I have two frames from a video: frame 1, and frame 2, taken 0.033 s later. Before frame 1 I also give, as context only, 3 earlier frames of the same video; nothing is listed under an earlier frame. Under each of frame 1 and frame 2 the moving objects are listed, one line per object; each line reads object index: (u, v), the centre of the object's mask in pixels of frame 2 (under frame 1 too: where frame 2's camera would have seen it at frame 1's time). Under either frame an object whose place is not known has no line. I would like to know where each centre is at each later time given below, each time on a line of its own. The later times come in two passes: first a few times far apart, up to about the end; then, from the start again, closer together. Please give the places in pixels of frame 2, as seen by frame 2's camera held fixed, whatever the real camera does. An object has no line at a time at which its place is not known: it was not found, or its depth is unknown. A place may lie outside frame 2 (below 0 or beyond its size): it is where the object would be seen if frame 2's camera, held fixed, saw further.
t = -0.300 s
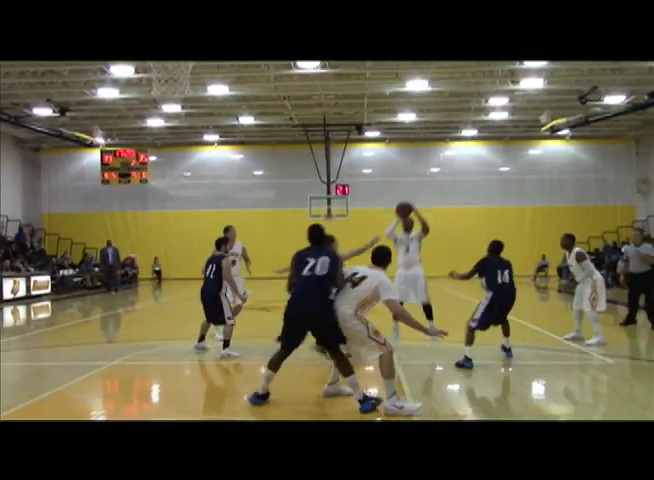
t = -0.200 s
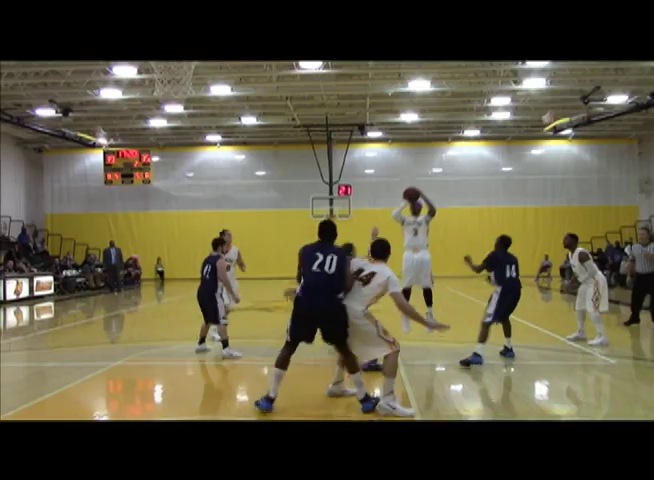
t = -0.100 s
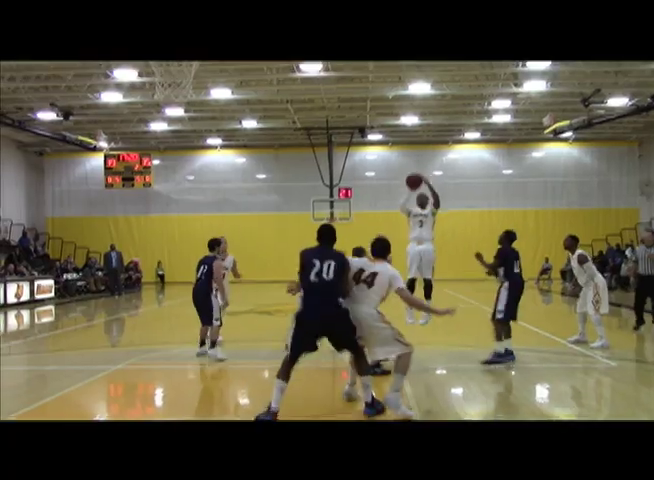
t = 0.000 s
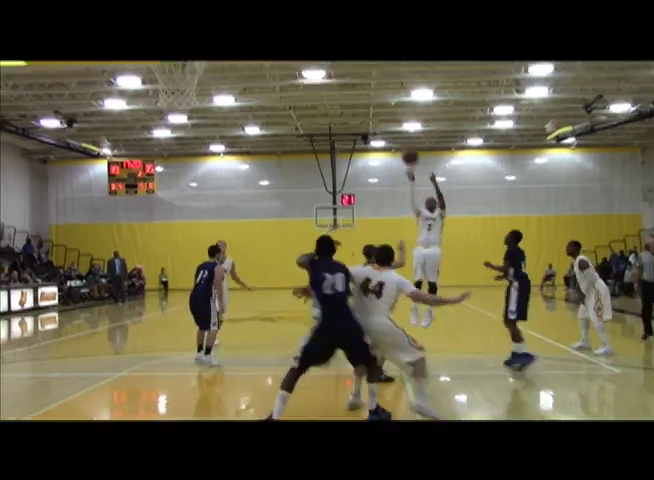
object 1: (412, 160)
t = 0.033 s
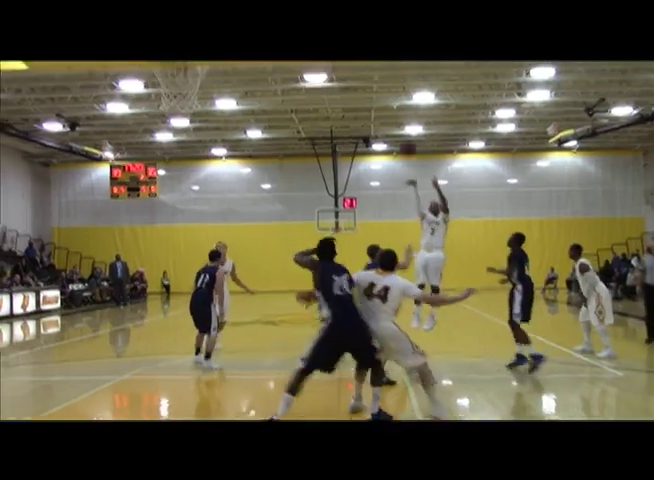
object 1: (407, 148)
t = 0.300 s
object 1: (366, 58)
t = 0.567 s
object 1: (314, 12)
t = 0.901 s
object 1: (226, 14)
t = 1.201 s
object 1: (155, 88)
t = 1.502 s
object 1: (156, 200)
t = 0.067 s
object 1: (403, 135)
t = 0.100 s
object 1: (398, 122)
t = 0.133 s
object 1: (393, 110)
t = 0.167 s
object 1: (388, 98)
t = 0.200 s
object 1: (382, 88)
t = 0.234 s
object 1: (377, 77)
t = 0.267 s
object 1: (372, 66)
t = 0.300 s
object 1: (366, 58)
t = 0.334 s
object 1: (361, 48)
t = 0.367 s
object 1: (354, 40)
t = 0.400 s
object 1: (348, 33)
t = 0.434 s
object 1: (342, 27)
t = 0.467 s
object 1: (335, 23)
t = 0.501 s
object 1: (329, 20)
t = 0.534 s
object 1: (321, 16)
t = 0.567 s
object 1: (314, 12)
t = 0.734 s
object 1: (272, 4)
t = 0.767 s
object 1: (265, 5)
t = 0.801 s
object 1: (255, 6)
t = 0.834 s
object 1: (246, 7)
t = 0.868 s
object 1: (236, 10)
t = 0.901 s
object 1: (226, 14)
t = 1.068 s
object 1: (164, 79)
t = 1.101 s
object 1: (156, 83)
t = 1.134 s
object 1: (155, 84)
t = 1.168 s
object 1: (155, 85)
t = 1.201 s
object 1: (155, 88)
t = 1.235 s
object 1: (155, 92)
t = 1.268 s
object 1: (154, 100)
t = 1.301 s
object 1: (154, 109)
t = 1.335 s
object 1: (154, 119)
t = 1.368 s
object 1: (155, 131)
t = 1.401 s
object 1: (155, 148)
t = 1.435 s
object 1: (156, 163)
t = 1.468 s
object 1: (156, 178)
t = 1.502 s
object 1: (156, 200)
